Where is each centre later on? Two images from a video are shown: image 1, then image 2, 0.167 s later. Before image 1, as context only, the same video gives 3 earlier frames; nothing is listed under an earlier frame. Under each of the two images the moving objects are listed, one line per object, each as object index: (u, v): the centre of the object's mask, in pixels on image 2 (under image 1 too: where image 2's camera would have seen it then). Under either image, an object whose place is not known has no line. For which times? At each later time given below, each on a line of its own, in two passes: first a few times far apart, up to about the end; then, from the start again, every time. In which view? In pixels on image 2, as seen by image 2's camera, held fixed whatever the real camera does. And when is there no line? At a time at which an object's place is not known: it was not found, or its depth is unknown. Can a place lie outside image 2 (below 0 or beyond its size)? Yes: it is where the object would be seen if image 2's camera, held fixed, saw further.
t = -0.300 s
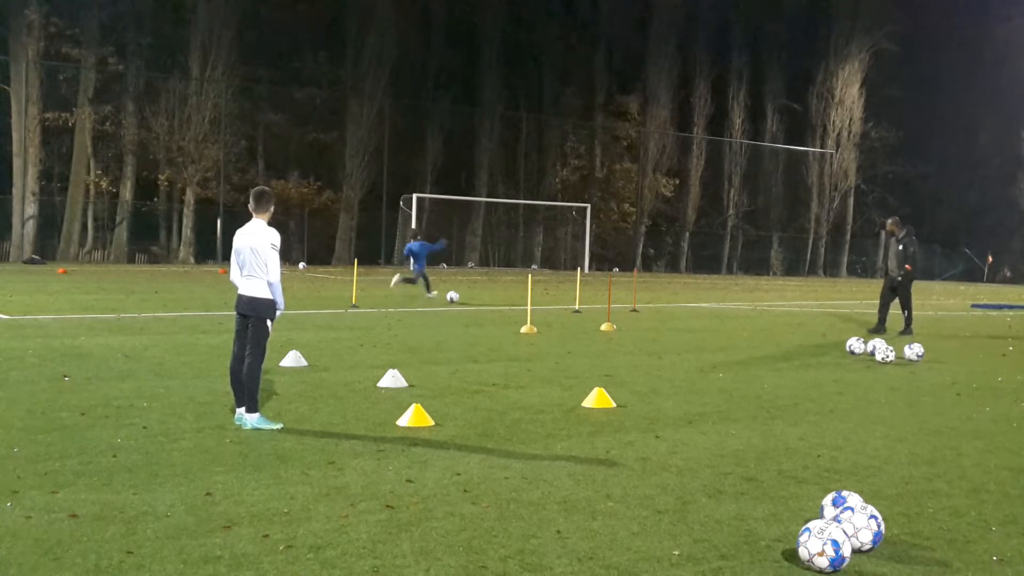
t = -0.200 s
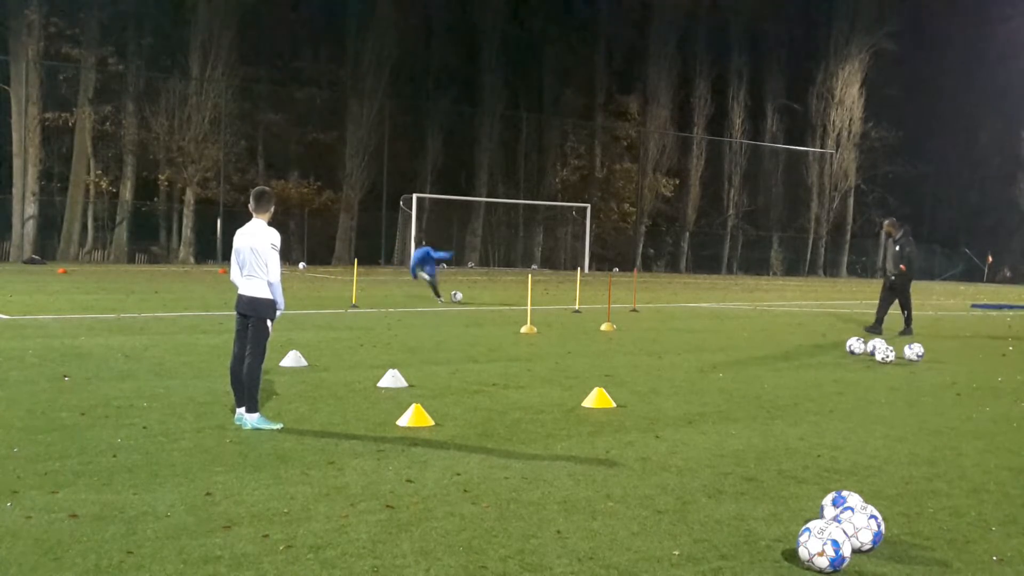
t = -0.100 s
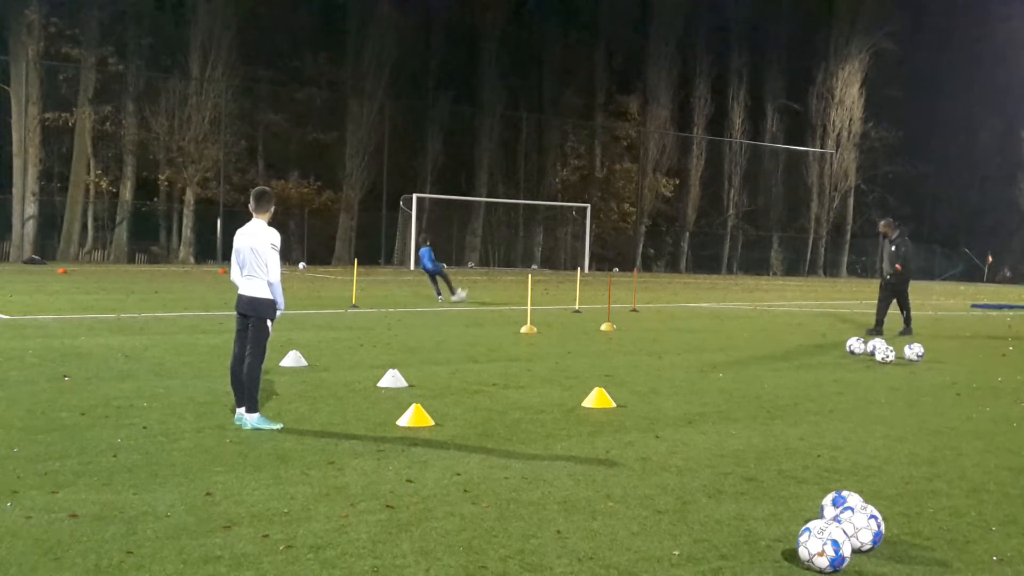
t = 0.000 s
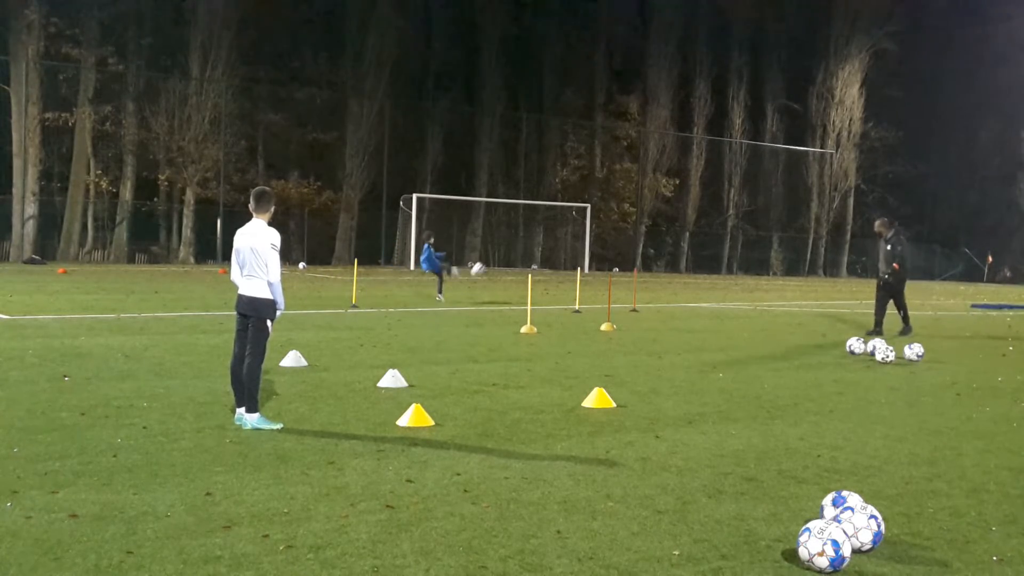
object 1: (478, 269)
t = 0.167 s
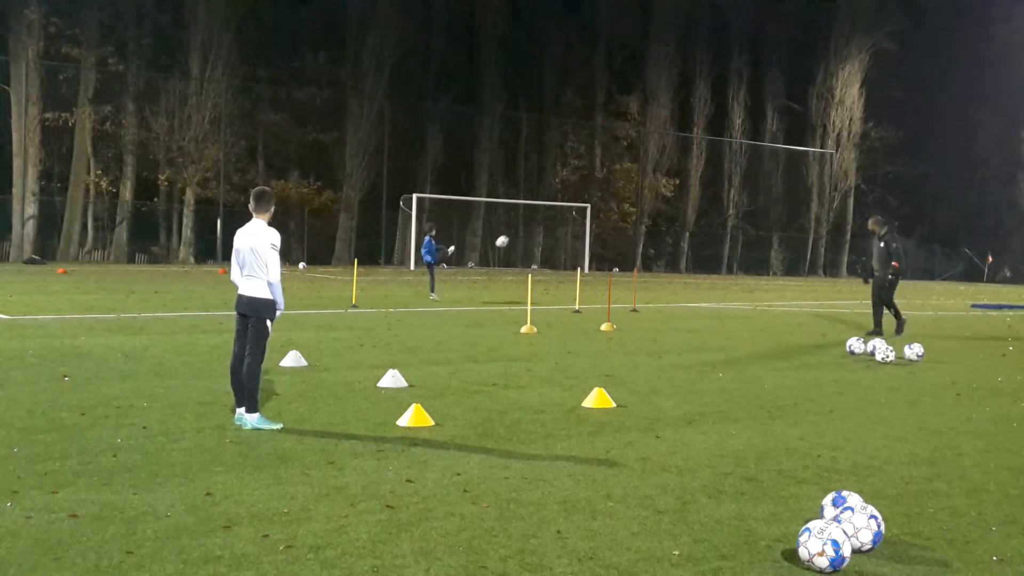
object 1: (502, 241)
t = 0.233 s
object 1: (510, 234)
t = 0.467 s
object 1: (533, 223)
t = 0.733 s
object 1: (550, 234)
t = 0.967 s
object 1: (560, 257)
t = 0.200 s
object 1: (506, 237)
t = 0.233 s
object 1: (510, 234)
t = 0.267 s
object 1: (514, 231)
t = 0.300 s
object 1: (517, 229)
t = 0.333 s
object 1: (520, 227)
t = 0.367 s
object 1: (524, 225)
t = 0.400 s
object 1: (527, 224)
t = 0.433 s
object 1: (530, 224)
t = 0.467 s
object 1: (533, 223)
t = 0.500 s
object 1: (535, 224)
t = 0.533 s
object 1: (538, 224)
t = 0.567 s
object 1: (540, 225)
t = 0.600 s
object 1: (542, 226)
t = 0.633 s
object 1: (544, 228)
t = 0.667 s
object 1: (546, 230)
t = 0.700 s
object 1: (548, 232)
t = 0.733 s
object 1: (550, 234)
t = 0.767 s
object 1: (552, 236)
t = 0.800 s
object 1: (554, 239)
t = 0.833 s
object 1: (555, 242)
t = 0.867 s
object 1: (557, 246)
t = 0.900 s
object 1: (558, 249)
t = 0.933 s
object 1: (559, 253)
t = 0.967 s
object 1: (560, 257)
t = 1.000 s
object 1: (561, 261)
